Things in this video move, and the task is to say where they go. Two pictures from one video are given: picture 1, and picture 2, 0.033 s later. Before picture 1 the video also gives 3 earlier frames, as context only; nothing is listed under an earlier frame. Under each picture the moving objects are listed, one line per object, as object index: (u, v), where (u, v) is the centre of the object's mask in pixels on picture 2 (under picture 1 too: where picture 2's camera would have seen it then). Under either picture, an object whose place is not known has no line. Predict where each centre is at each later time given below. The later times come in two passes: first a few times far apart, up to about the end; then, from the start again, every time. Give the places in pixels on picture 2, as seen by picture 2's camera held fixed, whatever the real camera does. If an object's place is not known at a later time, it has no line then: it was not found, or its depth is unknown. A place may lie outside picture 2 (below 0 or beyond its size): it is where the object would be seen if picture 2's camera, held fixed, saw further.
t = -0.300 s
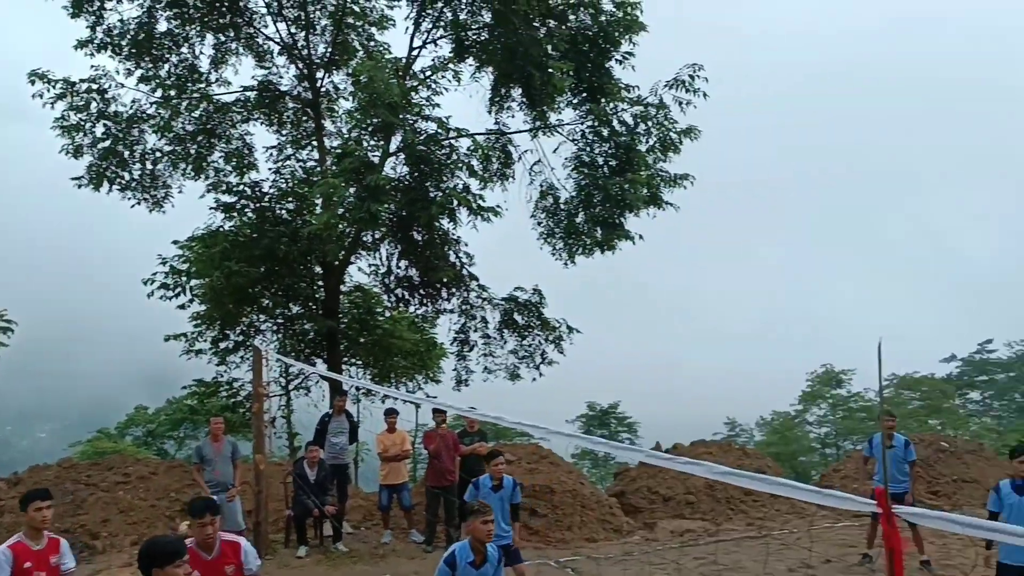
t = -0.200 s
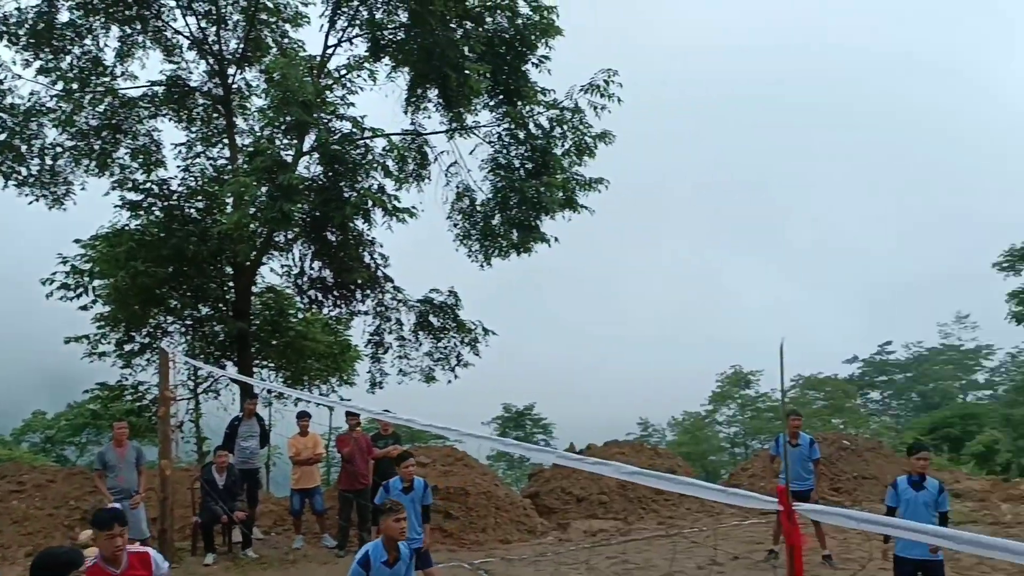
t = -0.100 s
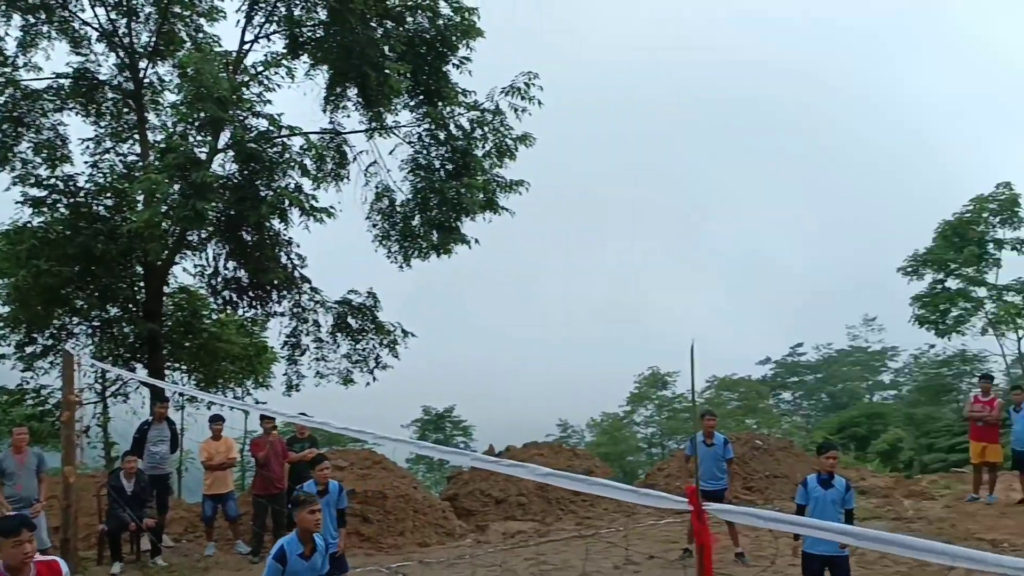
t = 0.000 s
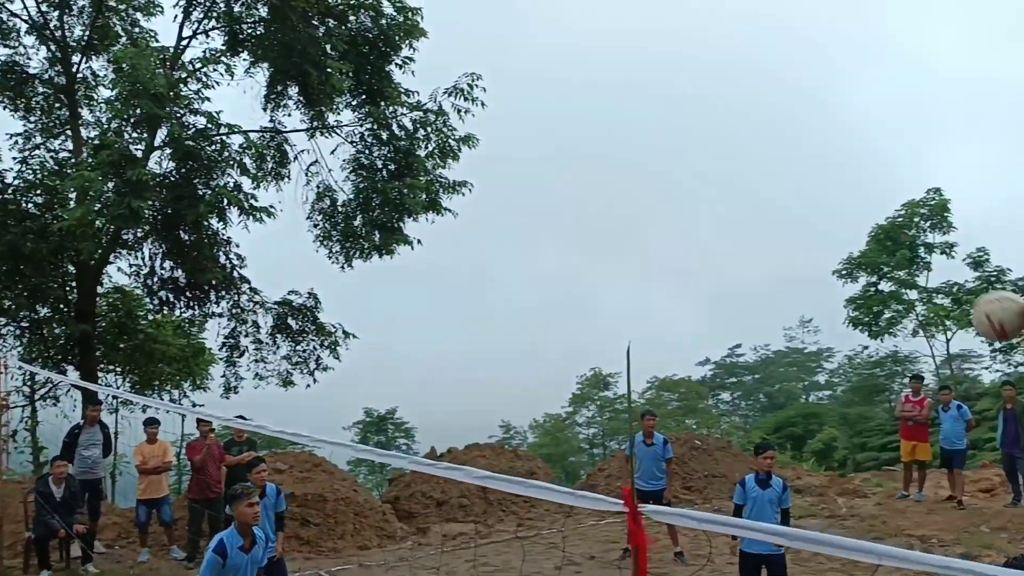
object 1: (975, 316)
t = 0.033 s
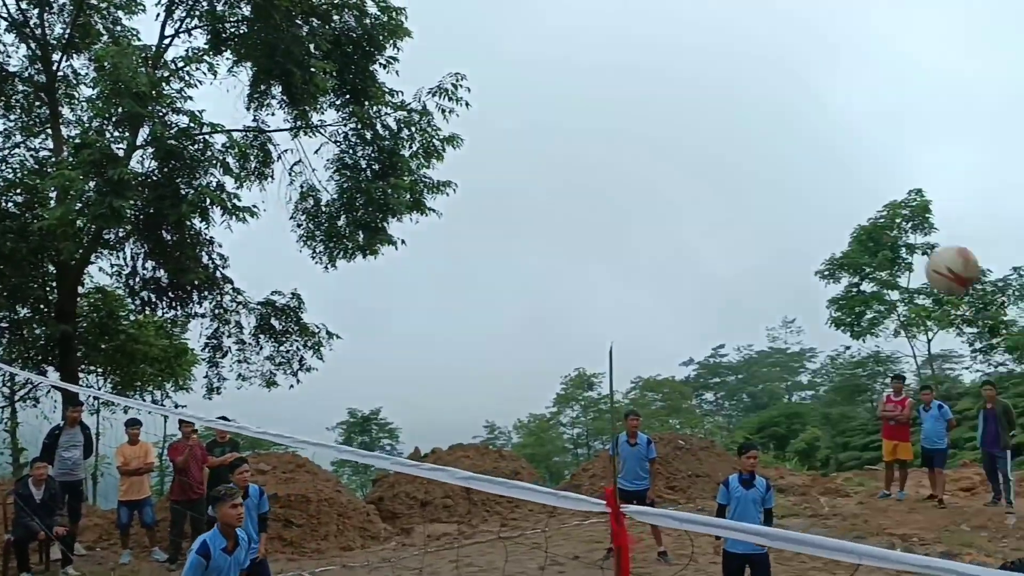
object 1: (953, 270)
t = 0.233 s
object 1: (817, 81)
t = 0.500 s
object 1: (689, 4)
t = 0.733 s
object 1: (609, 42)
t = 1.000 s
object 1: (542, 161)
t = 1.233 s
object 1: (499, 307)
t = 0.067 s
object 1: (926, 227)
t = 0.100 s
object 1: (902, 189)
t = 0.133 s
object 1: (879, 156)
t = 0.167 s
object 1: (857, 127)
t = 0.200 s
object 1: (837, 102)
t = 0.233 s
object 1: (817, 81)
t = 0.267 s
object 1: (799, 62)
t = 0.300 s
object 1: (782, 46)
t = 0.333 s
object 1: (766, 33)
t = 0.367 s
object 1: (749, 23)
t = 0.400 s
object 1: (733, 14)
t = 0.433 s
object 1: (718, 8)
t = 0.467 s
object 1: (703, 5)
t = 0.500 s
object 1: (689, 4)
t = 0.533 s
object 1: (676, 6)
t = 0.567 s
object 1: (664, 8)
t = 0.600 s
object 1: (652, 12)
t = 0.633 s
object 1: (641, 18)
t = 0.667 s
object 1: (630, 25)
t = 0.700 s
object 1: (619, 33)
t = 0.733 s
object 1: (609, 42)
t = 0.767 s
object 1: (599, 53)
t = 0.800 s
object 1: (590, 66)
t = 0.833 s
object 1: (581, 80)
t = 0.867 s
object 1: (573, 94)
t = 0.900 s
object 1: (565, 110)
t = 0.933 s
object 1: (557, 126)
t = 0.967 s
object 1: (549, 143)
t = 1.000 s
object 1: (542, 161)
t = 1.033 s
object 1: (535, 179)
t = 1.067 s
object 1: (528, 199)
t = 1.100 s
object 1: (521, 219)
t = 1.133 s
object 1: (515, 240)
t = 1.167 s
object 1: (510, 262)
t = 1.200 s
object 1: (504, 284)
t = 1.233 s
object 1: (499, 307)
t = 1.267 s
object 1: (494, 330)
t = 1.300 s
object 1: (489, 353)
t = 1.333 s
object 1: (484, 377)
